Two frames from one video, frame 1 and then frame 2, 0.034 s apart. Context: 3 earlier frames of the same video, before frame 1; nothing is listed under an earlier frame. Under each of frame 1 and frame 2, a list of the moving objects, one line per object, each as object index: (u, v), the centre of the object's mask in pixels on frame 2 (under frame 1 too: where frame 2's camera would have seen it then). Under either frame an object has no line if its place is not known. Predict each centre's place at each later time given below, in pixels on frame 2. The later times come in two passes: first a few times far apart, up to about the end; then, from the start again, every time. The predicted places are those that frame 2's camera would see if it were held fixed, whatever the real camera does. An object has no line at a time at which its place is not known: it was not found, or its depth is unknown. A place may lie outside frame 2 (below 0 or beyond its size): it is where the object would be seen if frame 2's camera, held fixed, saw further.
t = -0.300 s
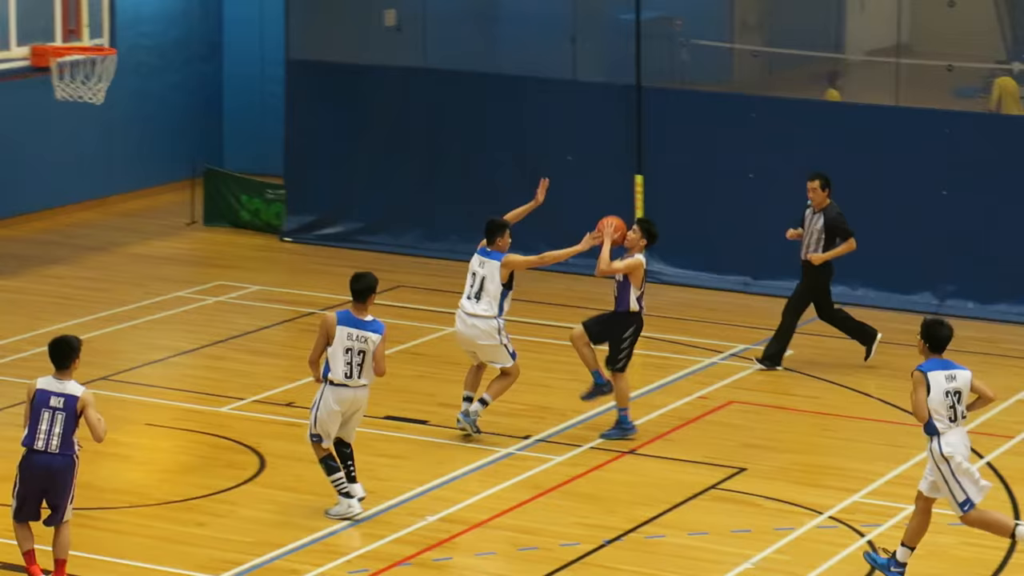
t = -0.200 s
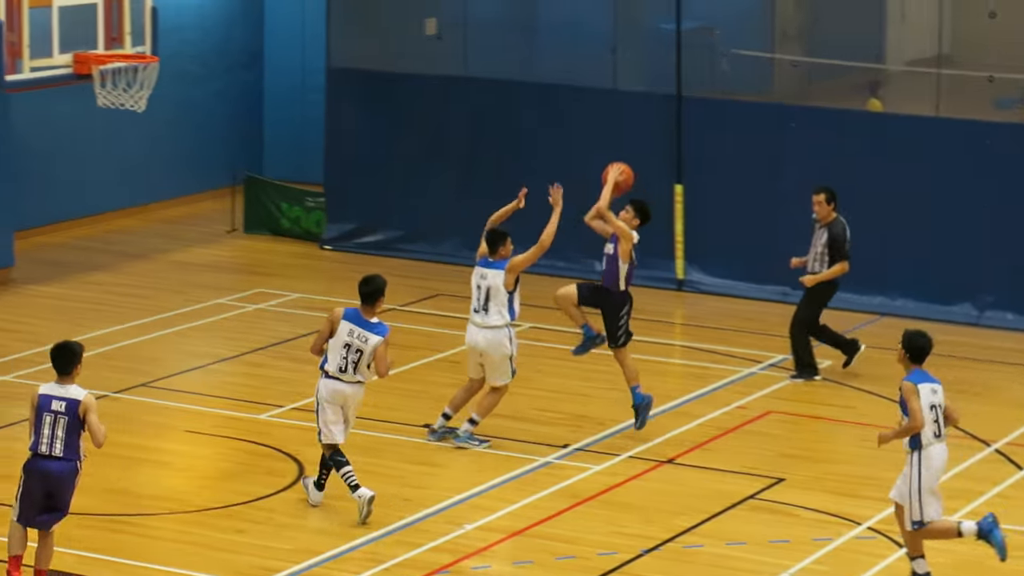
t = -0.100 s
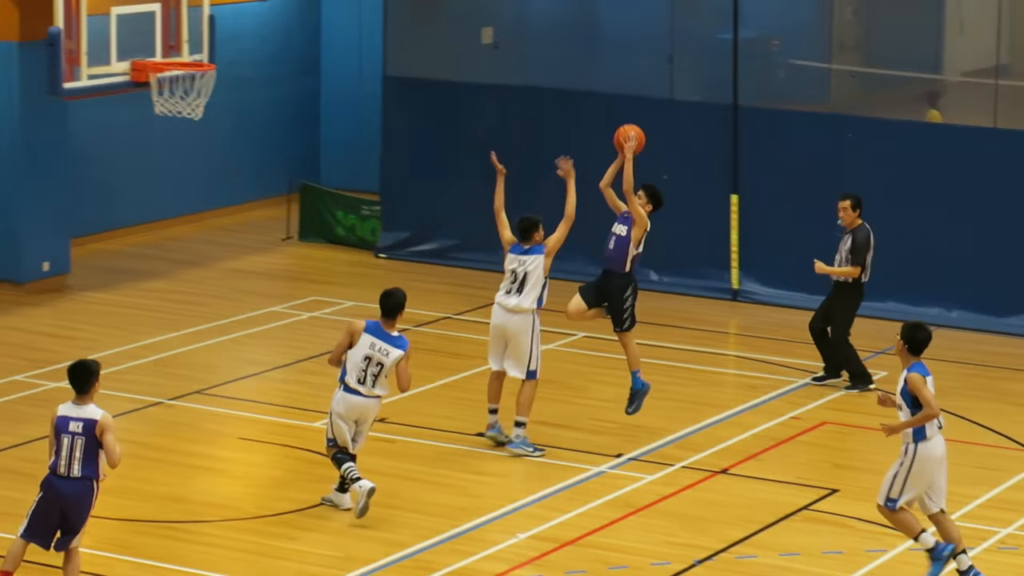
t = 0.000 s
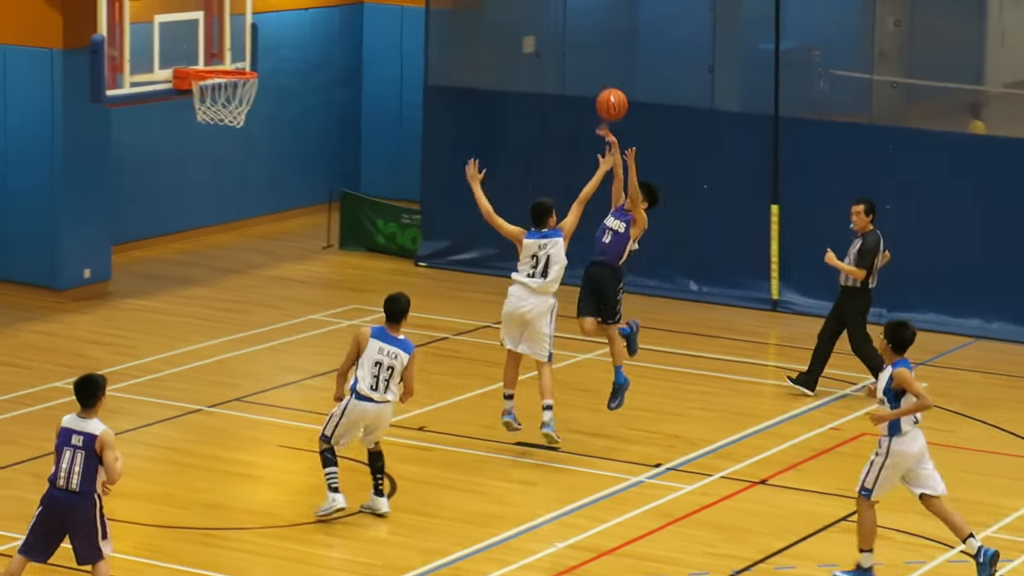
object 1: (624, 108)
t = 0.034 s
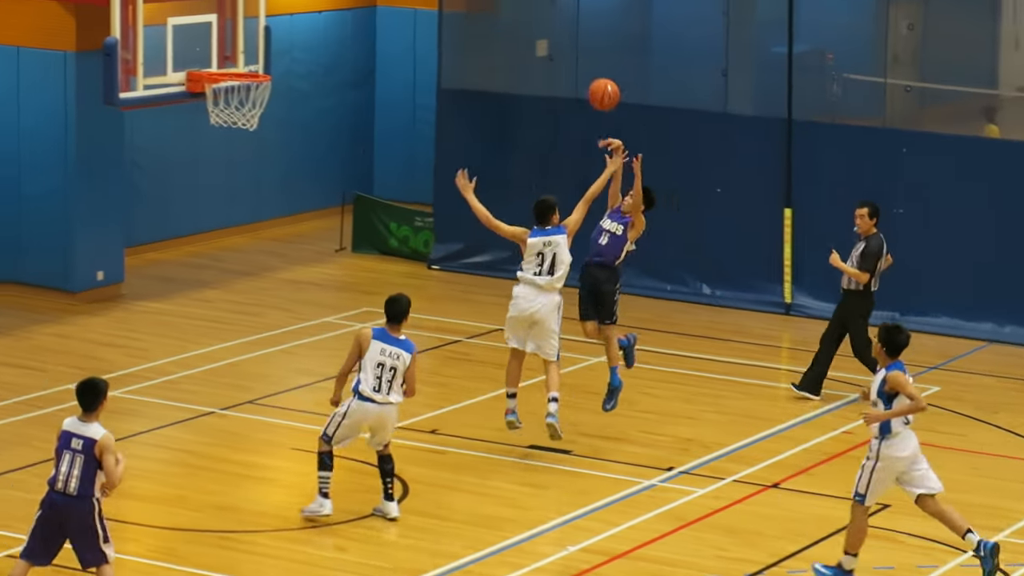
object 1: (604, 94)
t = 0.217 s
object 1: (485, 46)
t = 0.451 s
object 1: (330, 45)
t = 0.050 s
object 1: (593, 88)
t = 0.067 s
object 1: (582, 82)
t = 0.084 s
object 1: (571, 77)
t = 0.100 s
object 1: (561, 72)
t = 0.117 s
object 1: (550, 67)
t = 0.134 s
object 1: (539, 63)
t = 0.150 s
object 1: (529, 59)
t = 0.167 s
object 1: (518, 55)
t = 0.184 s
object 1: (507, 51)
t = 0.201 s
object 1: (496, 48)
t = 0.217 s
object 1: (485, 46)
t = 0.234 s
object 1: (474, 43)
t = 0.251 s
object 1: (464, 41)
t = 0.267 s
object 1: (453, 40)
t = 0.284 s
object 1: (442, 38)
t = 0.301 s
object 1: (431, 38)
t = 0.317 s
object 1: (420, 37)
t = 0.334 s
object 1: (409, 37)
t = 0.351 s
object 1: (398, 37)
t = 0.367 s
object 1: (386, 38)
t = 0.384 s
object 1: (375, 38)
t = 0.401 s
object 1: (364, 40)
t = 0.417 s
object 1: (353, 41)
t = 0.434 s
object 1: (342, 43)
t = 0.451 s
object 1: (330, 45)
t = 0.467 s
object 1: (319, 49)
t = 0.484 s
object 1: (308, 52)
